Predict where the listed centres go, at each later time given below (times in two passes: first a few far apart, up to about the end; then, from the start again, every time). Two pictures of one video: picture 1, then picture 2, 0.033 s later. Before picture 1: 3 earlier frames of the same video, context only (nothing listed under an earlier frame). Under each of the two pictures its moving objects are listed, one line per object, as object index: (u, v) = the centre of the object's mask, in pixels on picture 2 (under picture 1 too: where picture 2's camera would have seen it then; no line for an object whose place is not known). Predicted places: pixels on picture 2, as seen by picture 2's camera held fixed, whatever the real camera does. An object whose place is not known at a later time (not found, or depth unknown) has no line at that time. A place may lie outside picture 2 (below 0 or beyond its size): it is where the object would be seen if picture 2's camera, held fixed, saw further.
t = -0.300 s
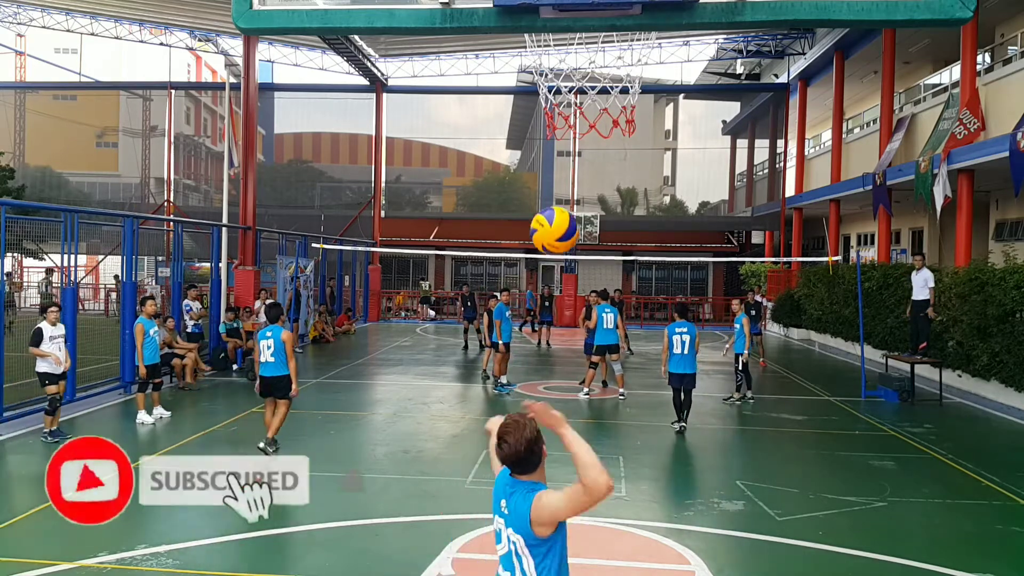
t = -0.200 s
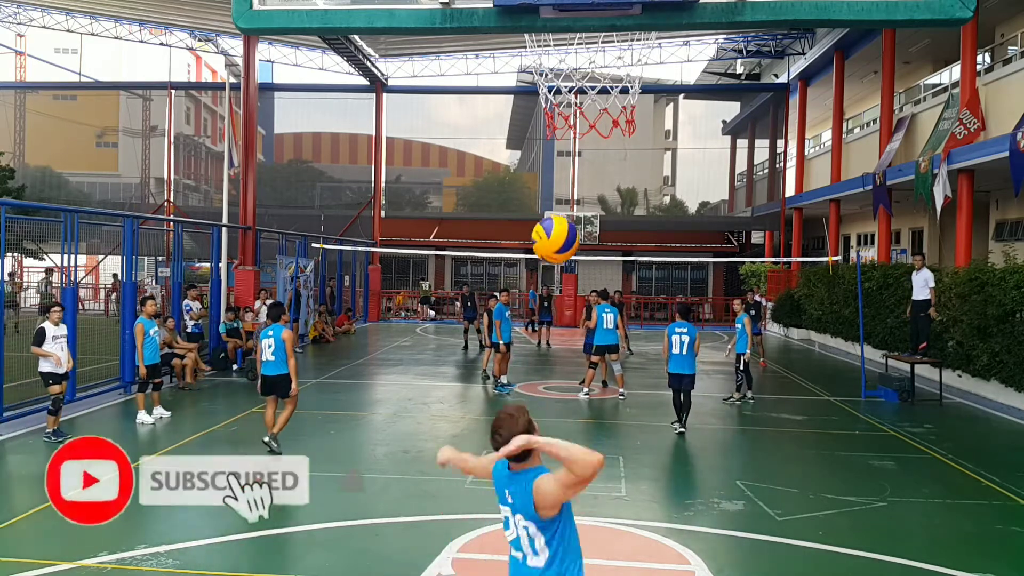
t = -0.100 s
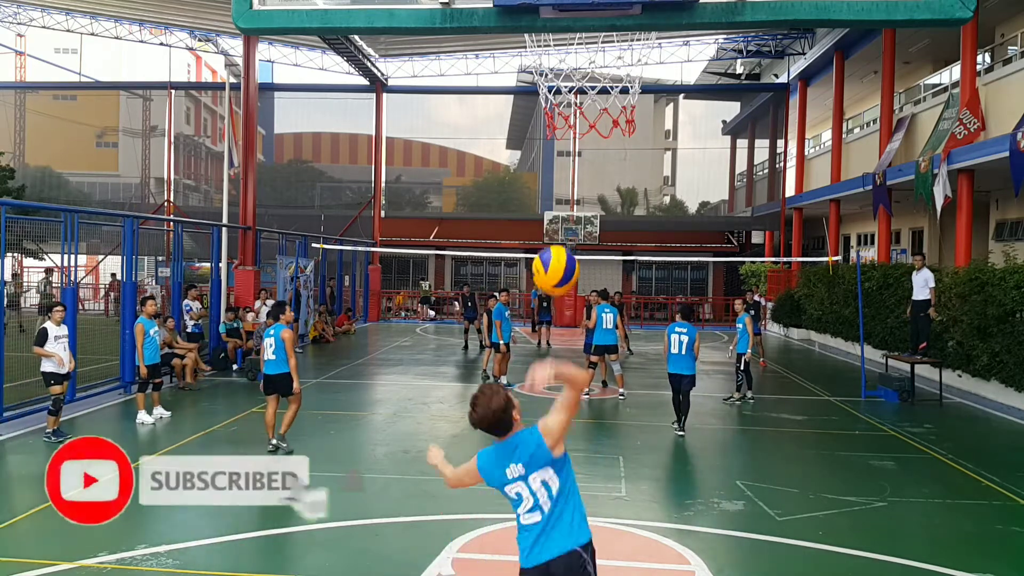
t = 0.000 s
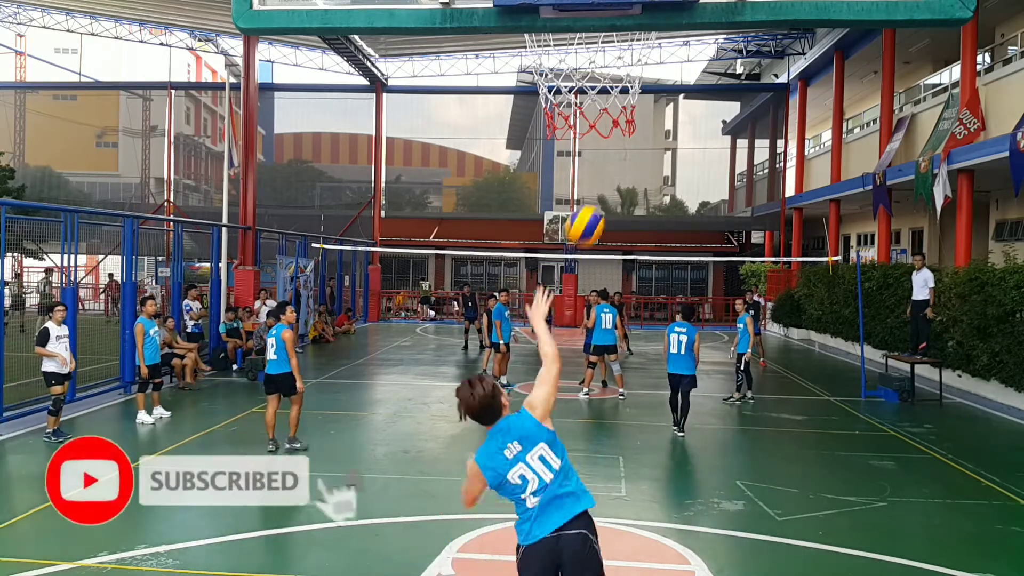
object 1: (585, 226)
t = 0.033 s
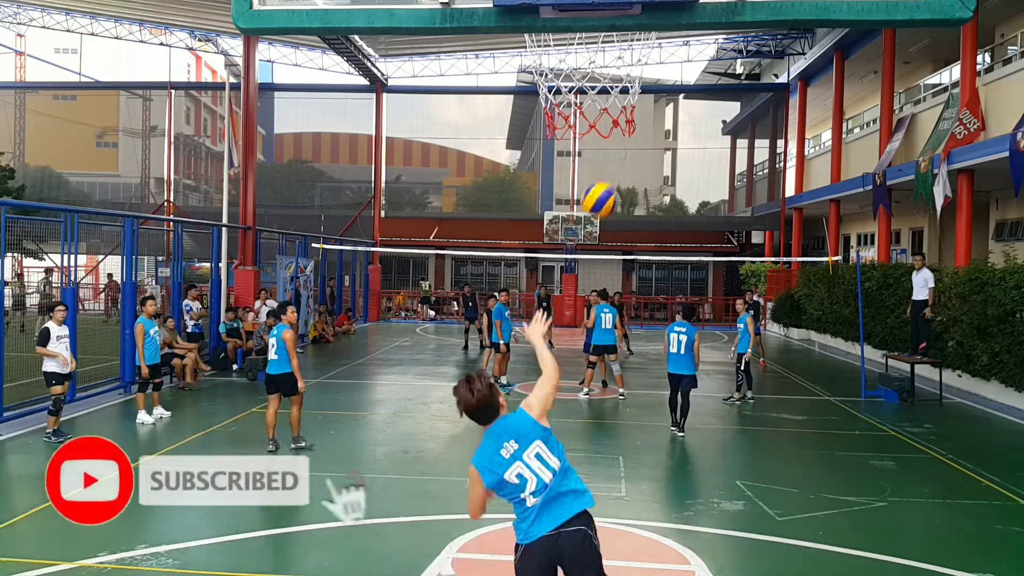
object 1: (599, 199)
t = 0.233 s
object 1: (646, 133)
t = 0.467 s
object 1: (672, 129)
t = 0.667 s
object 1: (681, 150)
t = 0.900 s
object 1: (687, 189)
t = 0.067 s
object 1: (611, 180)
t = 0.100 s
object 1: (620, 165)
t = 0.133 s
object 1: (627, 154)
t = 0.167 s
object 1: (635, 145)
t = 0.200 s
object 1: (641, 138)
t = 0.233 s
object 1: (646, 133)
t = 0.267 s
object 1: (651, 130)
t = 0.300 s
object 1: (655, 127)
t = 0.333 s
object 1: (659, 126)
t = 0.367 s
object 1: (662, 126)
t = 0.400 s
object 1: (666, 127)
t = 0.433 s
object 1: (669, 127)
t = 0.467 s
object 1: (672, 129)
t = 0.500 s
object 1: (674, 131)
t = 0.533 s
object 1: (677, 134)
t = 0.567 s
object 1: (679, 137)
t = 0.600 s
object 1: (680, 141)
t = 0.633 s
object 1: (680, 145)
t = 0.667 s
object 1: (681, 150)
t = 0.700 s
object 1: (682, 155)
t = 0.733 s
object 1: (683, 160)
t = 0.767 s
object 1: (684, 166)
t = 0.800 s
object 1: (685, 171)
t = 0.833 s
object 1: (685, 177)
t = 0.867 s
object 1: (686, 183)
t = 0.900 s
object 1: (687, 189)
